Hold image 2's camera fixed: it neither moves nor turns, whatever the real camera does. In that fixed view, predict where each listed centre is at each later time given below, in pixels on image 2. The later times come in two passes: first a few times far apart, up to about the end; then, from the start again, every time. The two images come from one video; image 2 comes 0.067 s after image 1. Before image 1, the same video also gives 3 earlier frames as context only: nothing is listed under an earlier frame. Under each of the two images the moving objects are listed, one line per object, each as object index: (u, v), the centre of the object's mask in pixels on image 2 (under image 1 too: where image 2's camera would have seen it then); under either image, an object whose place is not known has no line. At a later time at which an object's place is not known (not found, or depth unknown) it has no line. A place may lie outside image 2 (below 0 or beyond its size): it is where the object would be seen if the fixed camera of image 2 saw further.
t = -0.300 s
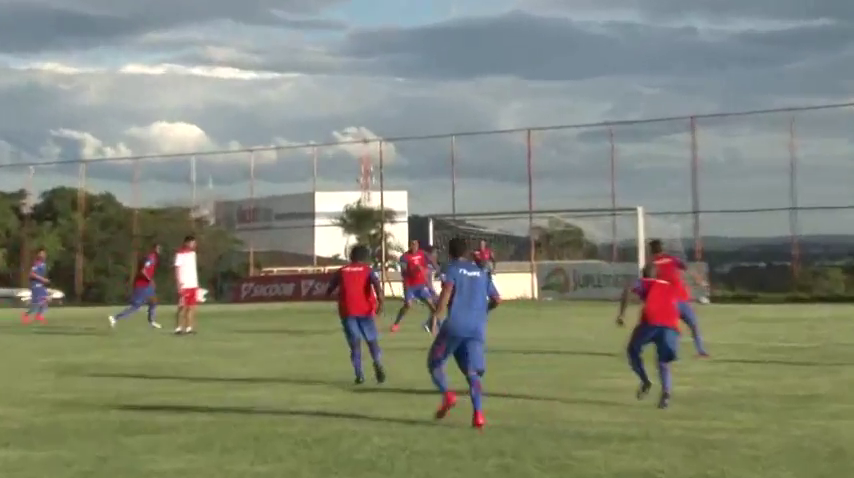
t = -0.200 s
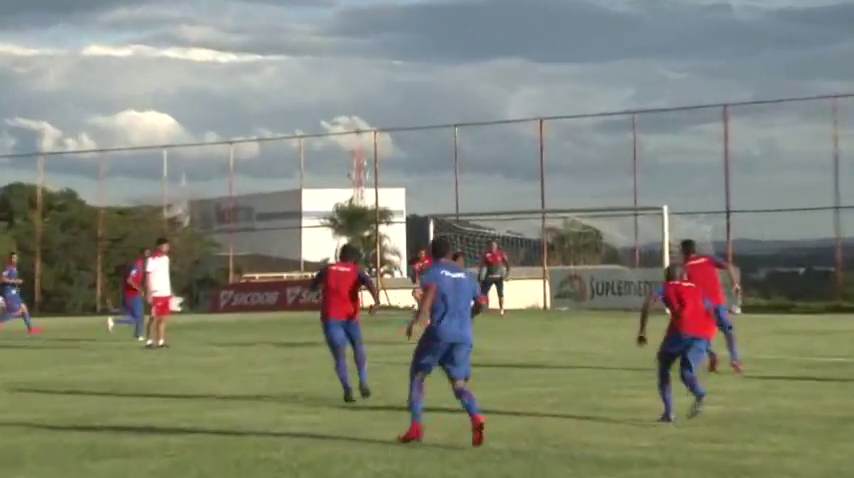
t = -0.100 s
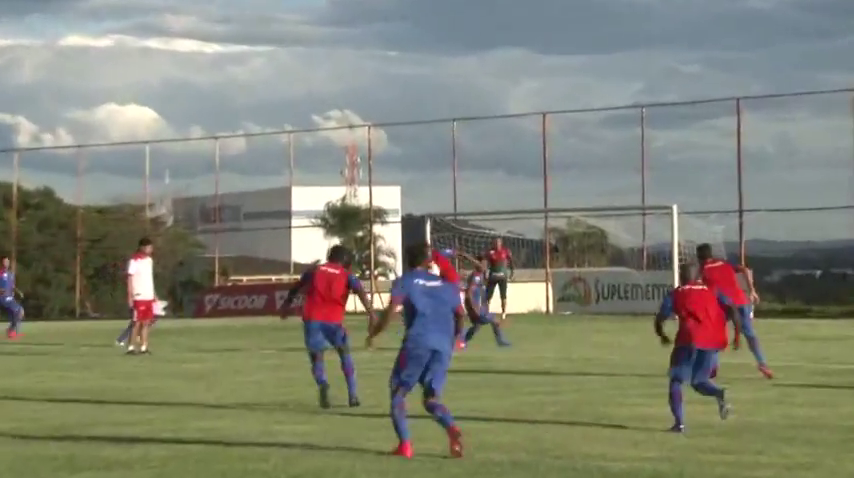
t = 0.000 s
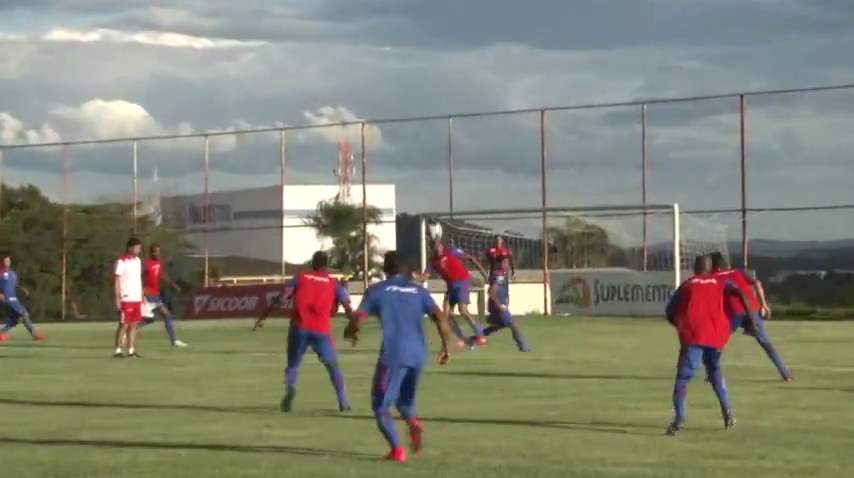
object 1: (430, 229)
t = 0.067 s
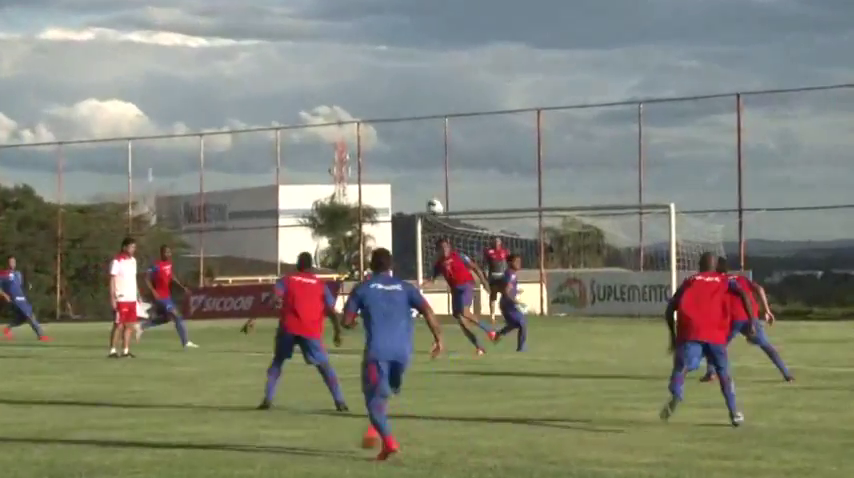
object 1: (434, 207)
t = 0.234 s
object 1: (442, 158)
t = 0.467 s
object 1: (459, 120)
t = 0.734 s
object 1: (479, 139)
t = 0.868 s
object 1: (487, 181)
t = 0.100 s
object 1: (436, 195)
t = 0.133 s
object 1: (436, 185)
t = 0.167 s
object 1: (438, 175)
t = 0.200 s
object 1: (440, 166)
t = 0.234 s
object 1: (442, 158)
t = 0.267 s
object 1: (444, 149)
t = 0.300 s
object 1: (447, 143)
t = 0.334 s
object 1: (449, 136)
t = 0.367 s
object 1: (453, 131)
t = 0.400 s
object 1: (455, 126)
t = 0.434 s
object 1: (456, 123)
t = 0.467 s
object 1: (459, 120)
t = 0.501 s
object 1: (462, 119)
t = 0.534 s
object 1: (465, 118)
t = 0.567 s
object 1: (467, 119)
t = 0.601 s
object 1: (469, 120)
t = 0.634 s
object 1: (471, 123)
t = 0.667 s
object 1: (474, 127)
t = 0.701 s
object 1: (476, 132)
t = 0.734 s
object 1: (479, 139)
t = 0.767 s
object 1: (480, 146)
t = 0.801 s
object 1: (482, 156)
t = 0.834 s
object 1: (484, 168)
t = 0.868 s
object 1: (487, 181)
